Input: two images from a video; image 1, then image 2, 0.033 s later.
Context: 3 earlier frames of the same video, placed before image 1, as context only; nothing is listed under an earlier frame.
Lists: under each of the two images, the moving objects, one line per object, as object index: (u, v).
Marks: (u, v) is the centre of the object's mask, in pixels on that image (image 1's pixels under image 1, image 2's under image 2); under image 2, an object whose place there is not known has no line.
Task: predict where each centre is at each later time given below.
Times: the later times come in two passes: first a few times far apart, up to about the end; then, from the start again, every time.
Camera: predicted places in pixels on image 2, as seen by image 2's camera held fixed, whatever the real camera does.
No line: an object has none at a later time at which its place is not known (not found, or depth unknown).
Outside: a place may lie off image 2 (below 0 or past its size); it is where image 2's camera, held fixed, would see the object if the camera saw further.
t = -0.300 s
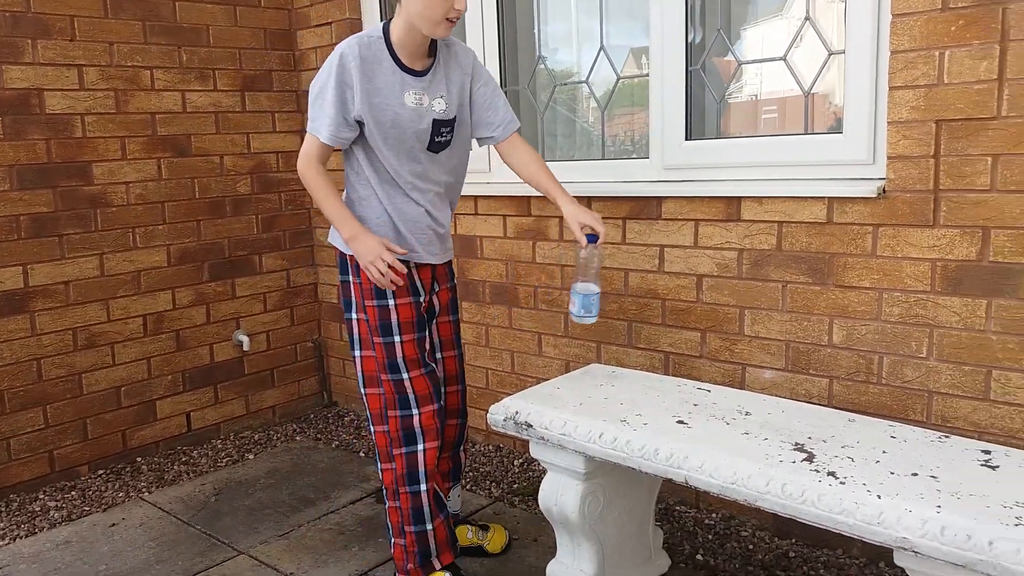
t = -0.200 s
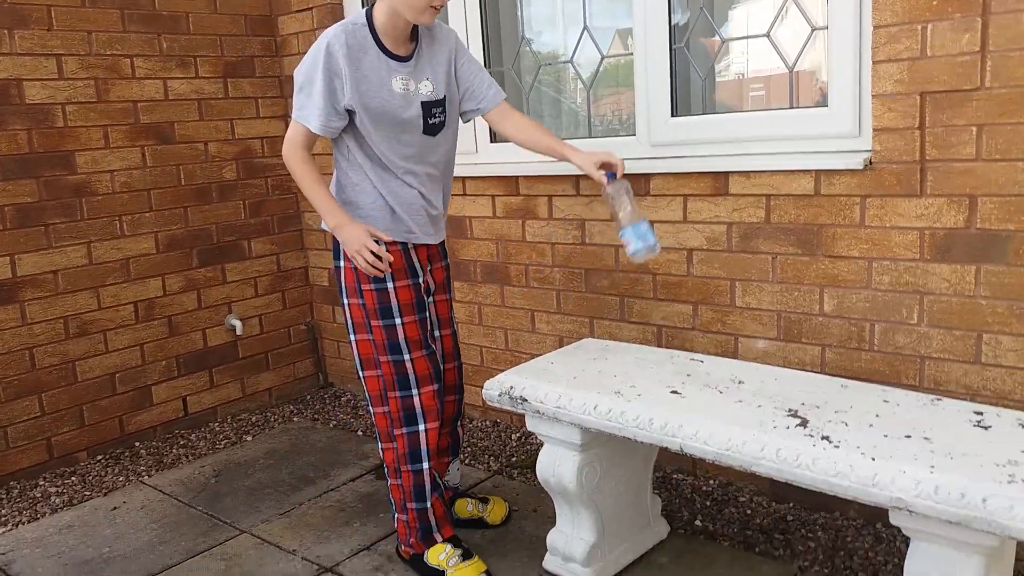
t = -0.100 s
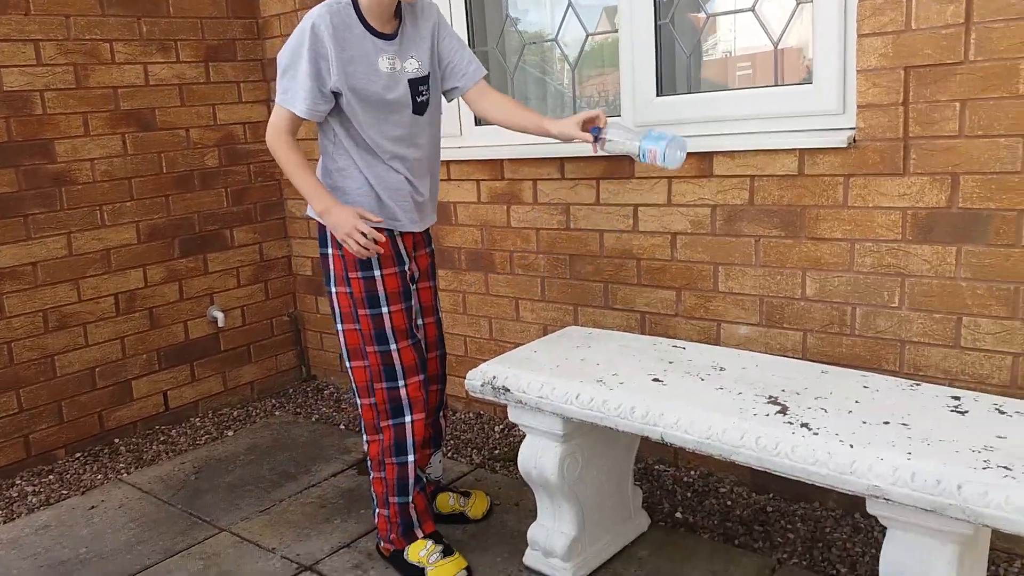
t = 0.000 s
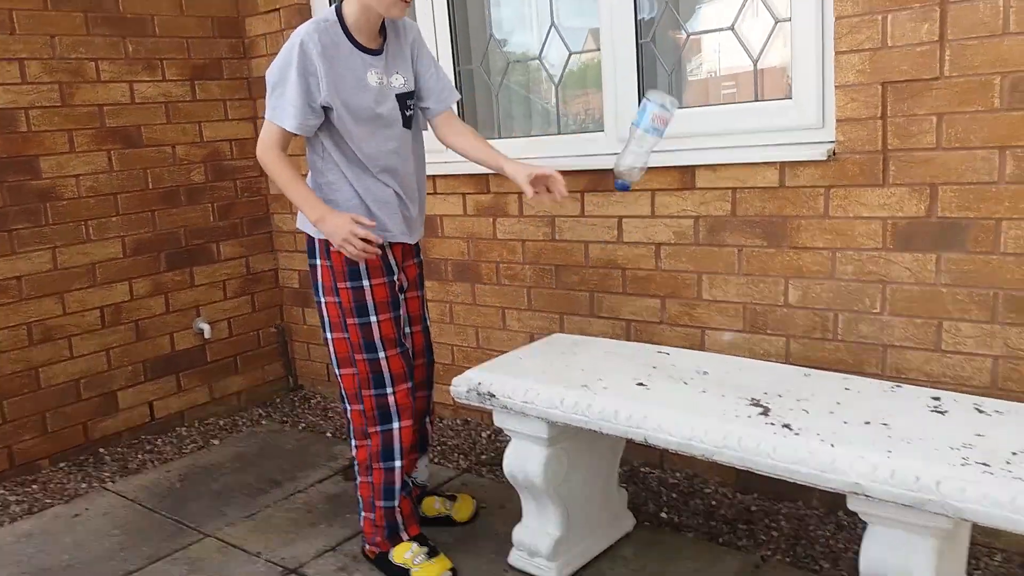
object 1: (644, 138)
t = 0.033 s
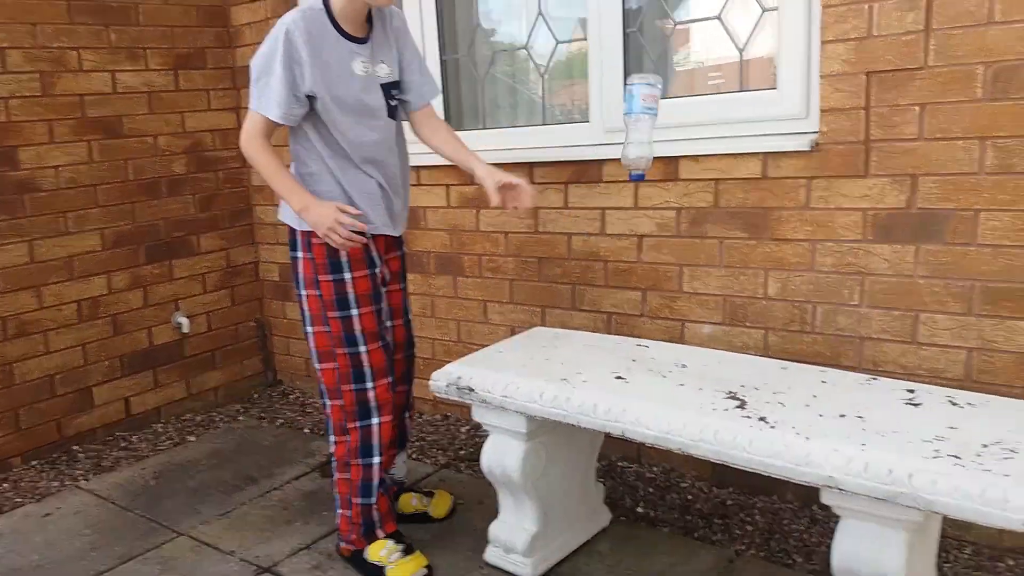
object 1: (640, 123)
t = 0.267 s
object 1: (673, 225)
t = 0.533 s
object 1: (716, 354)
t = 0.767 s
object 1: (716, 353)
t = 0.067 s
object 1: (653, 119)
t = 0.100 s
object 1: (659, 118)
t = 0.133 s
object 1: (663, 123)
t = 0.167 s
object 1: (665, 138)
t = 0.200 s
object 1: (667, 161)
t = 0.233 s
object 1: (669, 190)
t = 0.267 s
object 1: (673, 225)
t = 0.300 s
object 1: (679, 267)
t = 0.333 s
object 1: (685, 313)
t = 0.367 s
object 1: (694, 350)
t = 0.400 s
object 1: (699, 353)
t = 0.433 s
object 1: (706, 353)
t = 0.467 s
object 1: (711, 354)
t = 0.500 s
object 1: (716, 354)
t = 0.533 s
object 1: (716, 354)
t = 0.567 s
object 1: (716, 353)
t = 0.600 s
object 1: (717, 354)
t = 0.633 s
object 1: (716, 353)
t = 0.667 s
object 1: (717, 353)
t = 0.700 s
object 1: (716, 353)
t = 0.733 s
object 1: (716, 353)
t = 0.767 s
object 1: (716, 353)
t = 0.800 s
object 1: (716, 353)
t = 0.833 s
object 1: (716, 353)
